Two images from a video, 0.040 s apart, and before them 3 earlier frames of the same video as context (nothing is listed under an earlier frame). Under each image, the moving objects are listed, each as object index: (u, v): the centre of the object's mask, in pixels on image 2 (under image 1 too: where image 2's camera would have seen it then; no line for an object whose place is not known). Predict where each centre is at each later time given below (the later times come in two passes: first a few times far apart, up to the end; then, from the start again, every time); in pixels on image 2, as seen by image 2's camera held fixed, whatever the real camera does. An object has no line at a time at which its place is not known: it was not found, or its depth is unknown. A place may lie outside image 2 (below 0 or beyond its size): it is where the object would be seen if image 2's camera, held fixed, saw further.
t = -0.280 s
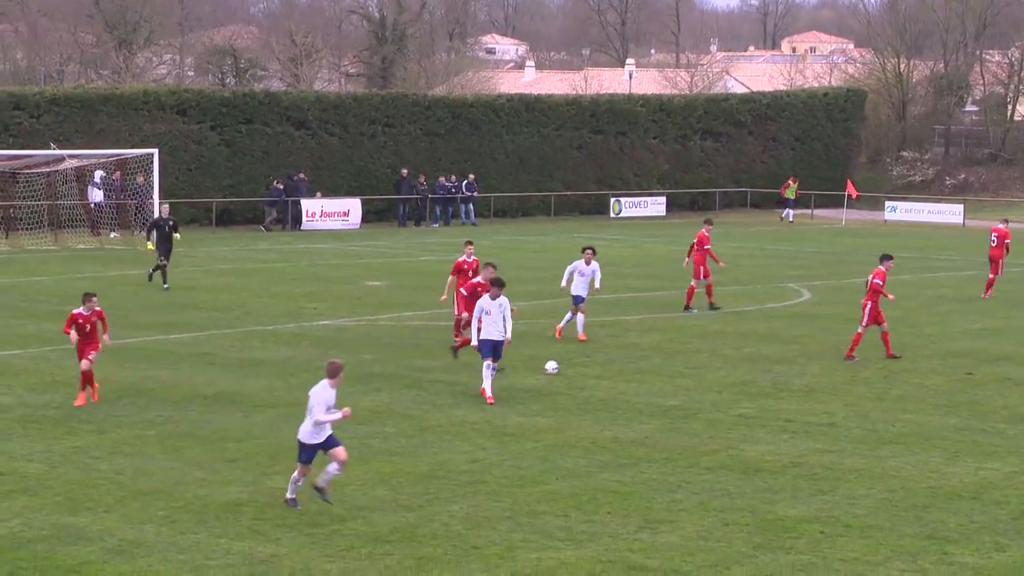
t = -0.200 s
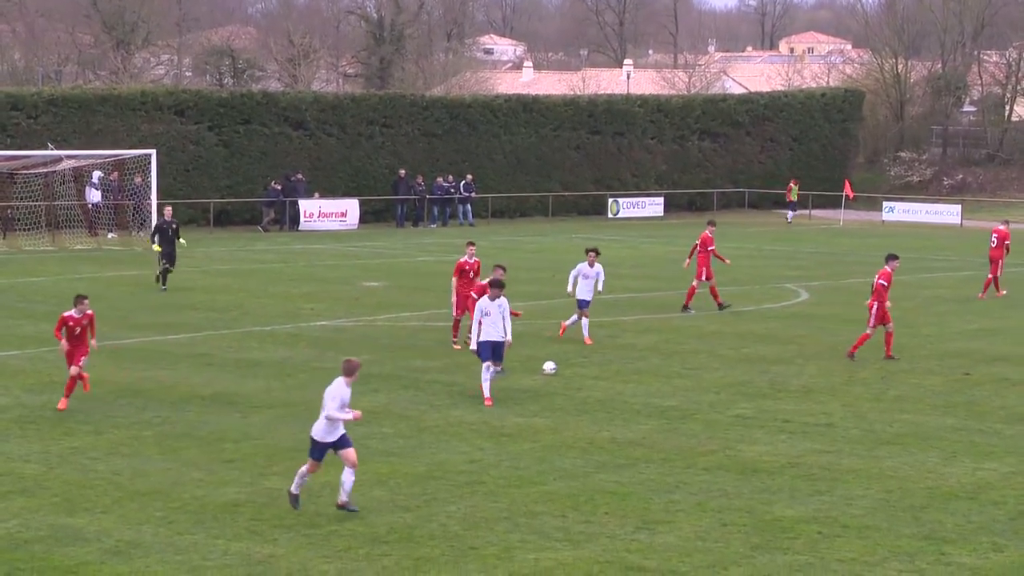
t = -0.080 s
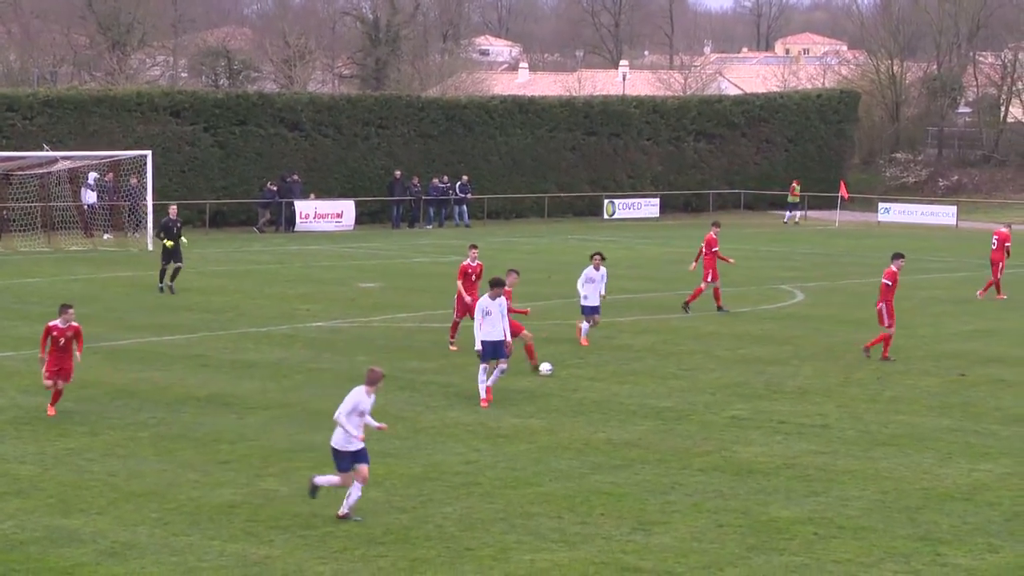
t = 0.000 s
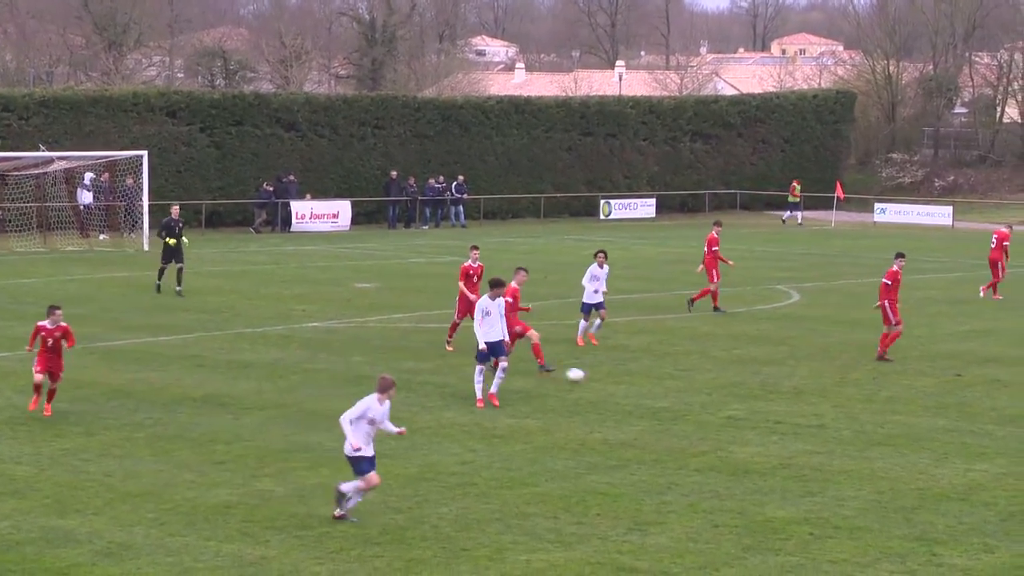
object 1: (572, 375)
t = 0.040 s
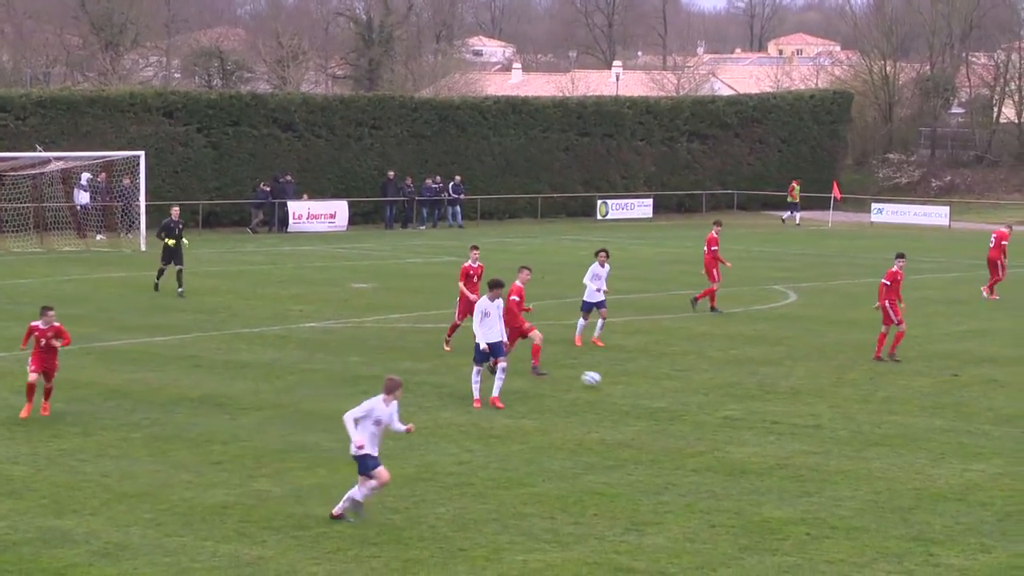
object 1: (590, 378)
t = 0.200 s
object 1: (665, 397)
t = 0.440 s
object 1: (772, 421)
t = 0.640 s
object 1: (855, 440)
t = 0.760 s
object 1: (902, 448)
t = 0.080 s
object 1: (610, 383)
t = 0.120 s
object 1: (628, 389)
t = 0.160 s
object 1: (646, 393)
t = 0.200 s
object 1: (665, 397)
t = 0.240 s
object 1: (683, 401)
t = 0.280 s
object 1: (700, 405)
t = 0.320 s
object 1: (719, 407)
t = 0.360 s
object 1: (736, 411)
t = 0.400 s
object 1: (754, 416)
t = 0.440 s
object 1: (772, 421)
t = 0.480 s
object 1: (789, 425)
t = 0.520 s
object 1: (806, 428)
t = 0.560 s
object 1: (822, 432)
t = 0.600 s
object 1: (840, 436)
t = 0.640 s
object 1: (855, 440)
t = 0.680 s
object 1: (872, 443)
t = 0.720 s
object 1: (888, 447)
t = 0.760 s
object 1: (902, 448)
